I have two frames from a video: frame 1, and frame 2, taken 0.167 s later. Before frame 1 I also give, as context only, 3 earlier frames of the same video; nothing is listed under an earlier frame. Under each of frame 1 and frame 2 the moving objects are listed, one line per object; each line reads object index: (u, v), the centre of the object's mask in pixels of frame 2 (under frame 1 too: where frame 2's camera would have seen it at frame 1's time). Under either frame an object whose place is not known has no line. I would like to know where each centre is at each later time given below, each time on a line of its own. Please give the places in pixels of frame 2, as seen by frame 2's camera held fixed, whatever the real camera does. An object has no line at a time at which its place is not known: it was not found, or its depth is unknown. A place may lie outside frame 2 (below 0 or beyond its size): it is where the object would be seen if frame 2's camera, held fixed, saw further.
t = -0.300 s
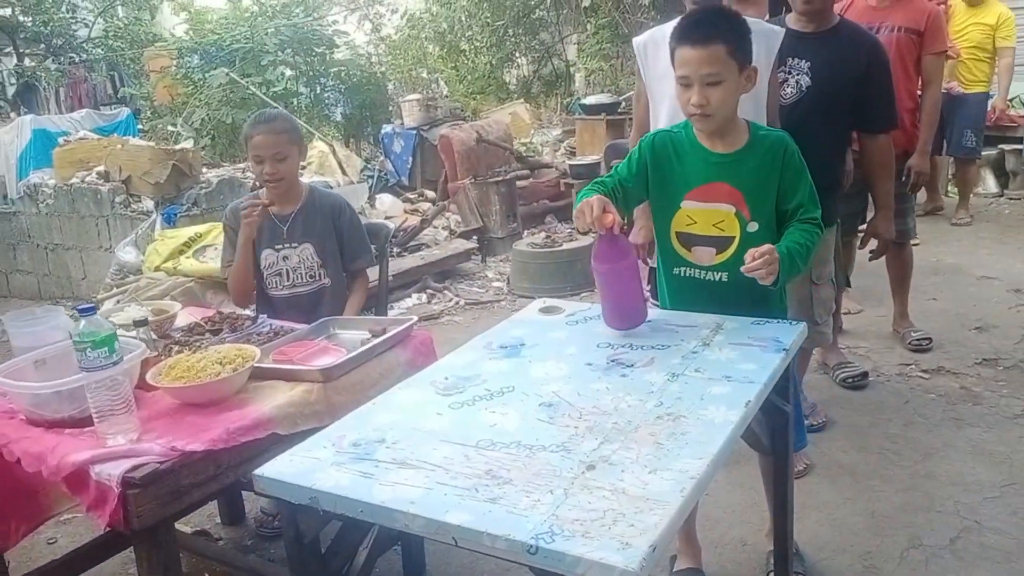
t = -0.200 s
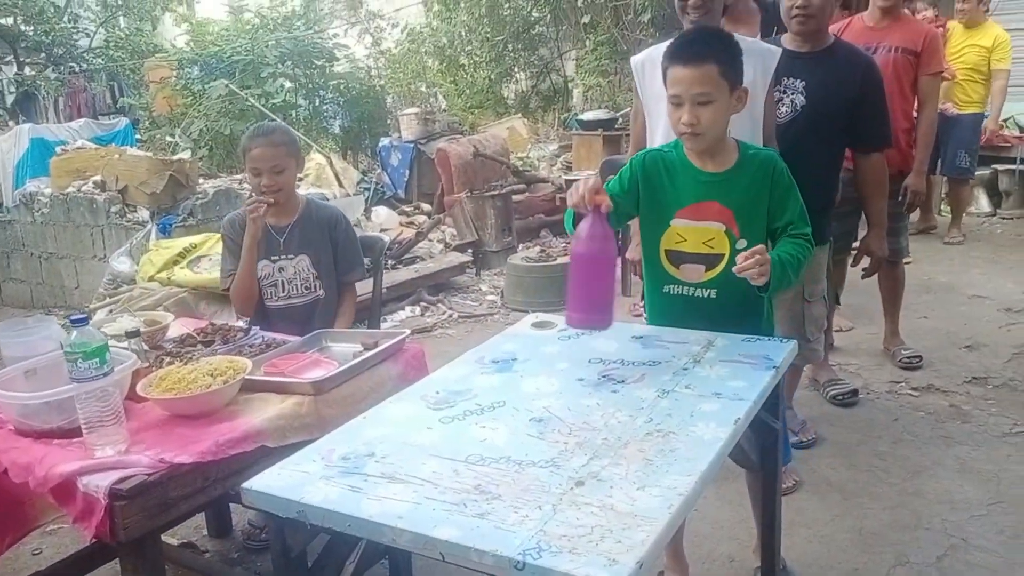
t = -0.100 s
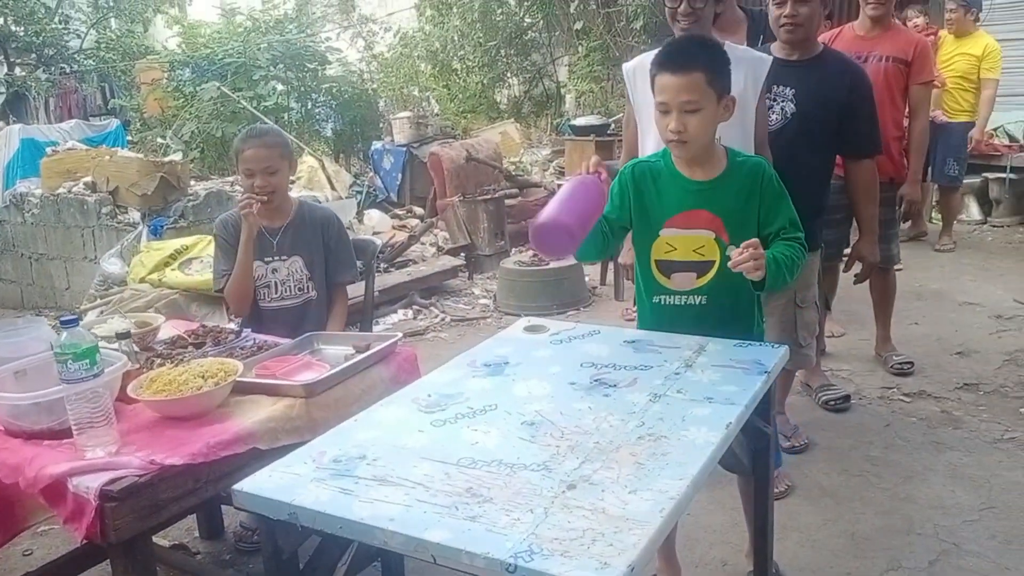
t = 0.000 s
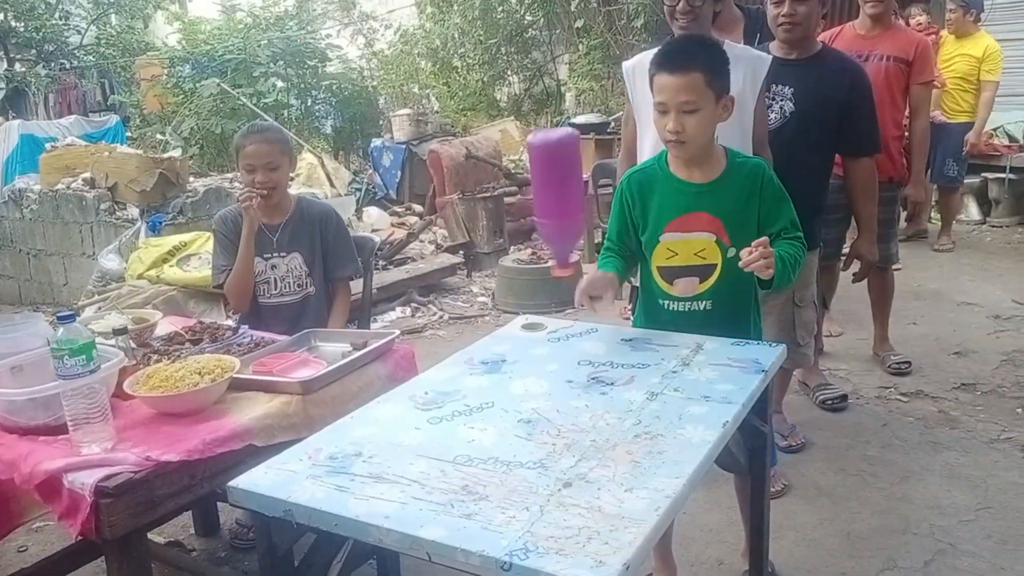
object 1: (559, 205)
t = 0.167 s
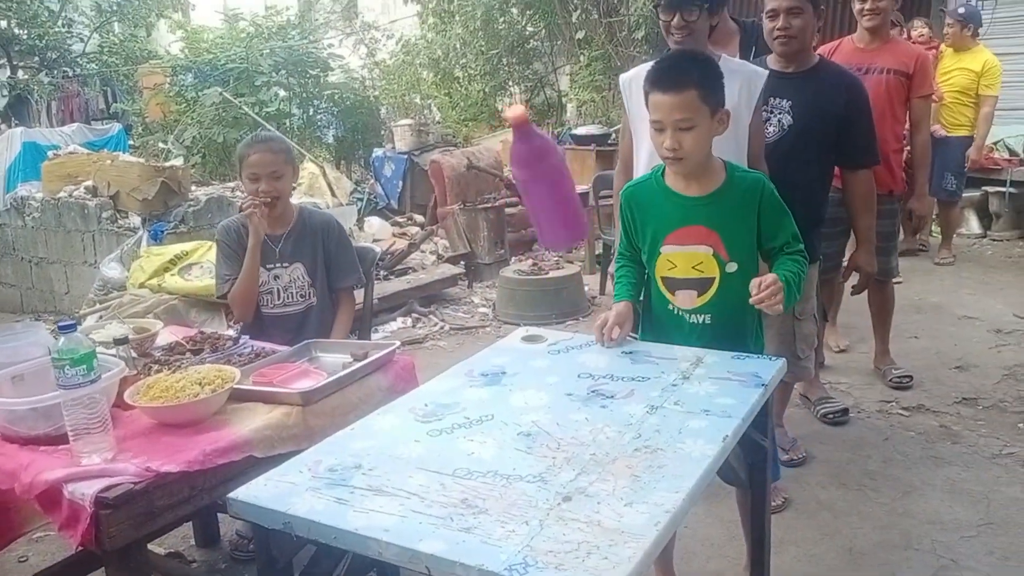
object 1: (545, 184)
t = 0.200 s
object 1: (546, 209)
